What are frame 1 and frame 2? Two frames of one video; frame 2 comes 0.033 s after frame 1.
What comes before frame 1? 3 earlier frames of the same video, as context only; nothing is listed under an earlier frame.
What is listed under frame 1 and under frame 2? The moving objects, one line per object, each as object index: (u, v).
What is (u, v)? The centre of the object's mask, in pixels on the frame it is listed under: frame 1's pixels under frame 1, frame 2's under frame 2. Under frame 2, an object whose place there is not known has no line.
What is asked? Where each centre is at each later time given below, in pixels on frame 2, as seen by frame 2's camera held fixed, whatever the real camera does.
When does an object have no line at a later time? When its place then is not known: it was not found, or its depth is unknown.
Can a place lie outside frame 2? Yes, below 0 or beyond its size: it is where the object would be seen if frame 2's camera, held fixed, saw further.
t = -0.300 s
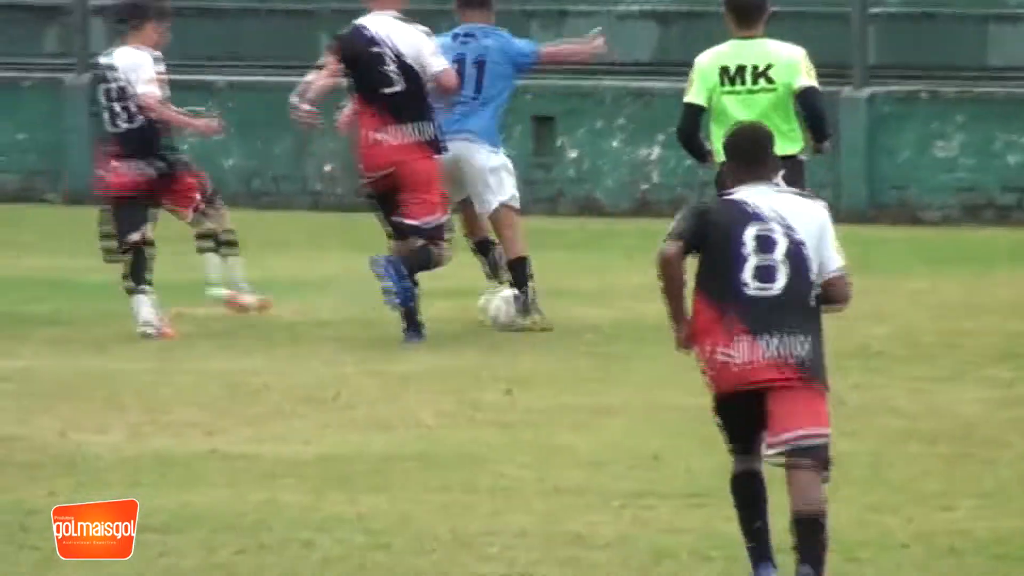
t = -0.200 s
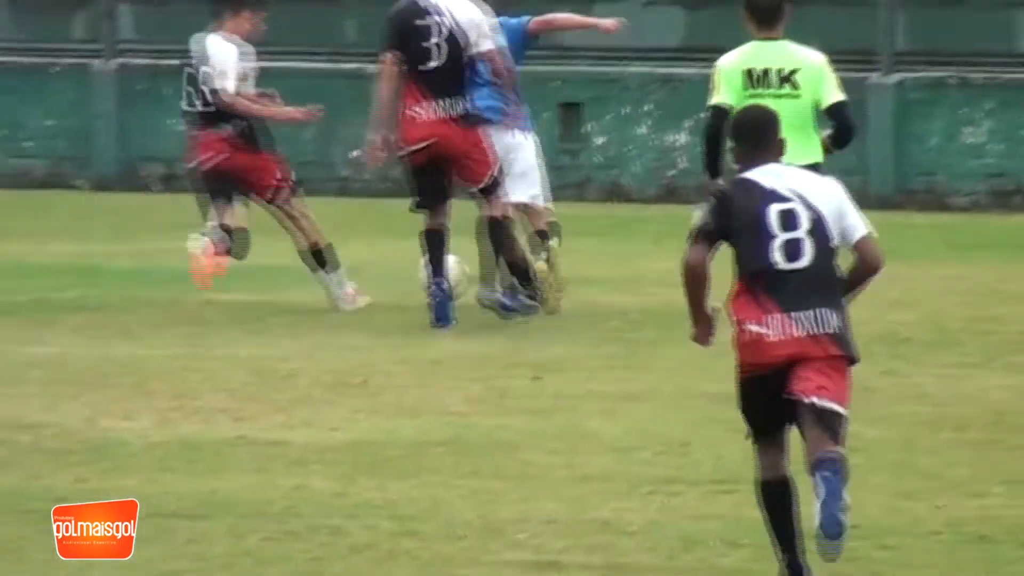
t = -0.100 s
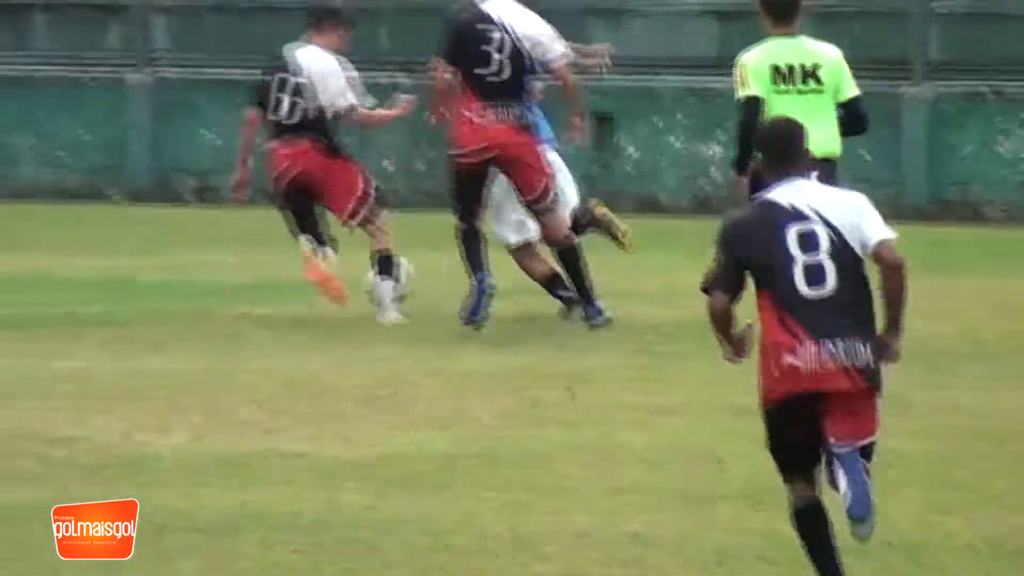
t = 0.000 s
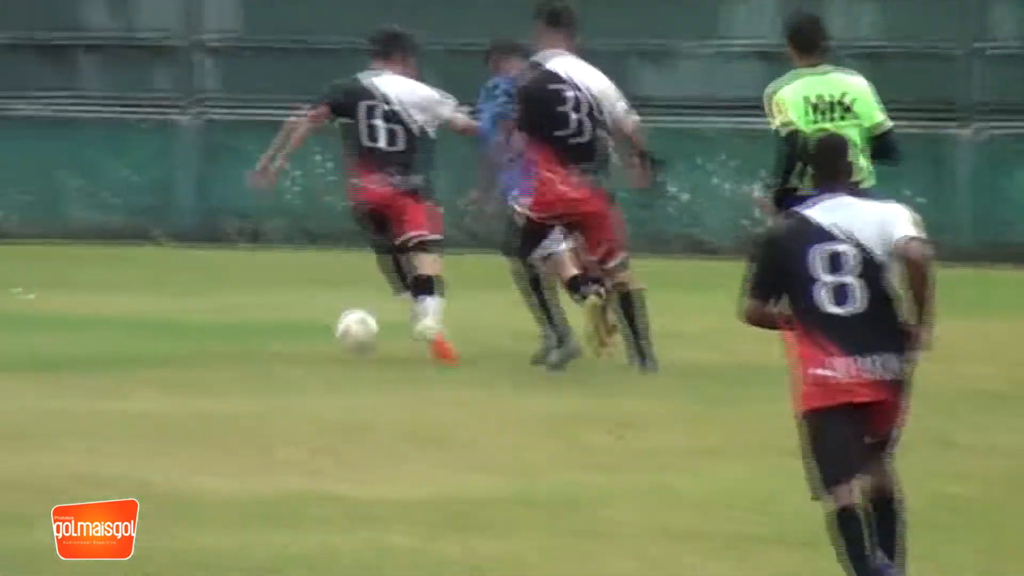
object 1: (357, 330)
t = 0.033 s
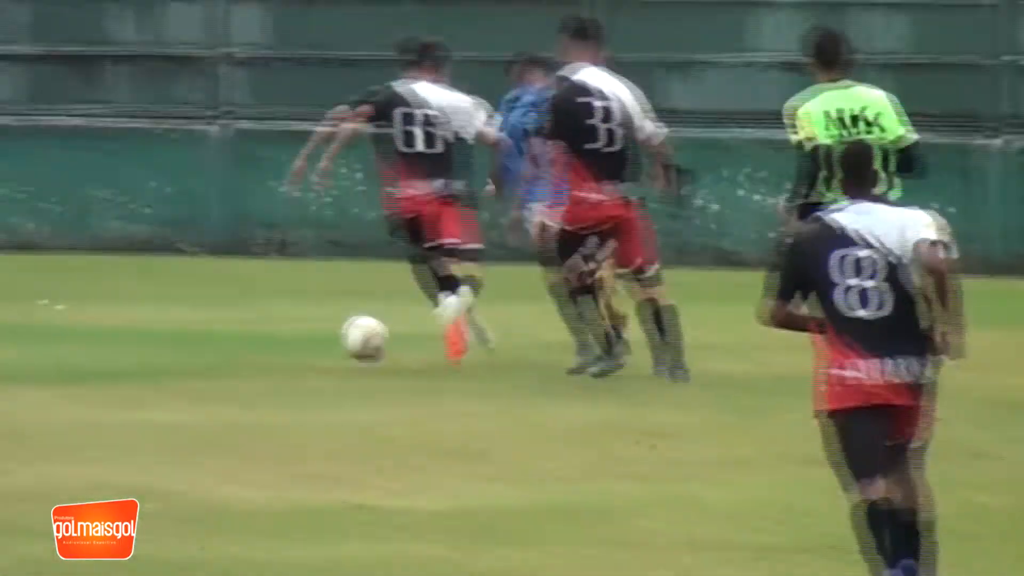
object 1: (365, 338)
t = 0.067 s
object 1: (351, 334)
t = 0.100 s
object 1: (331, 332)
